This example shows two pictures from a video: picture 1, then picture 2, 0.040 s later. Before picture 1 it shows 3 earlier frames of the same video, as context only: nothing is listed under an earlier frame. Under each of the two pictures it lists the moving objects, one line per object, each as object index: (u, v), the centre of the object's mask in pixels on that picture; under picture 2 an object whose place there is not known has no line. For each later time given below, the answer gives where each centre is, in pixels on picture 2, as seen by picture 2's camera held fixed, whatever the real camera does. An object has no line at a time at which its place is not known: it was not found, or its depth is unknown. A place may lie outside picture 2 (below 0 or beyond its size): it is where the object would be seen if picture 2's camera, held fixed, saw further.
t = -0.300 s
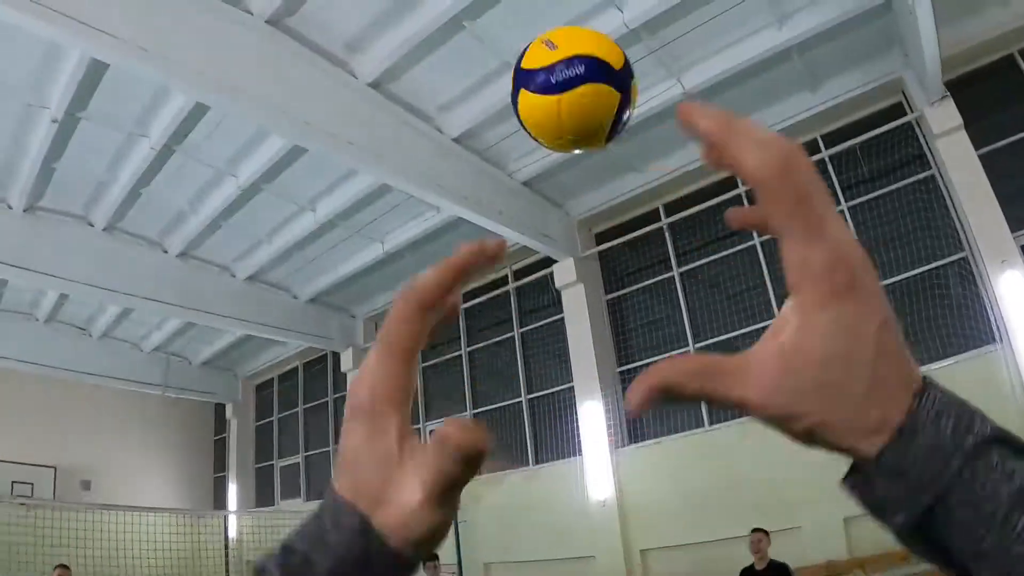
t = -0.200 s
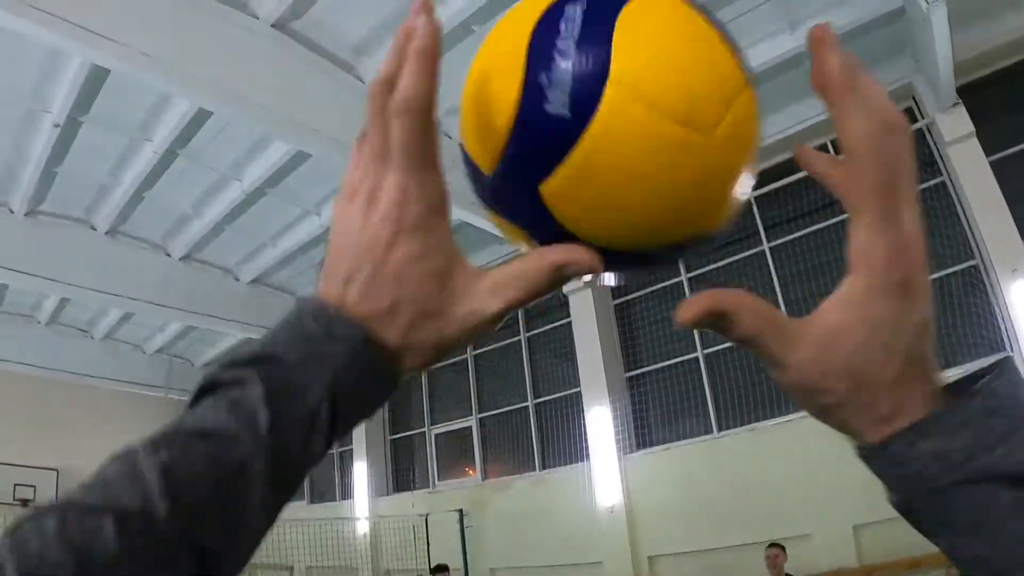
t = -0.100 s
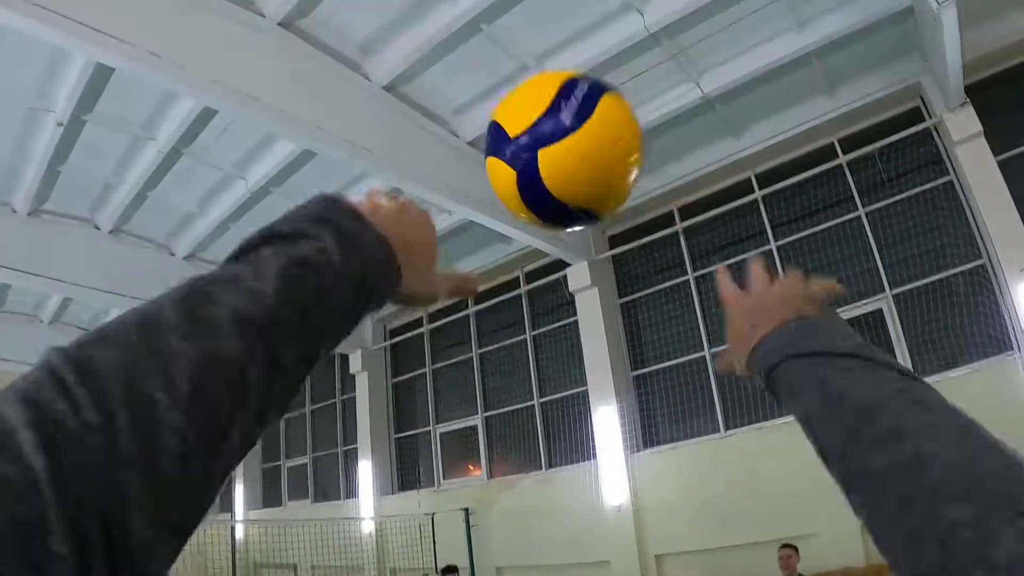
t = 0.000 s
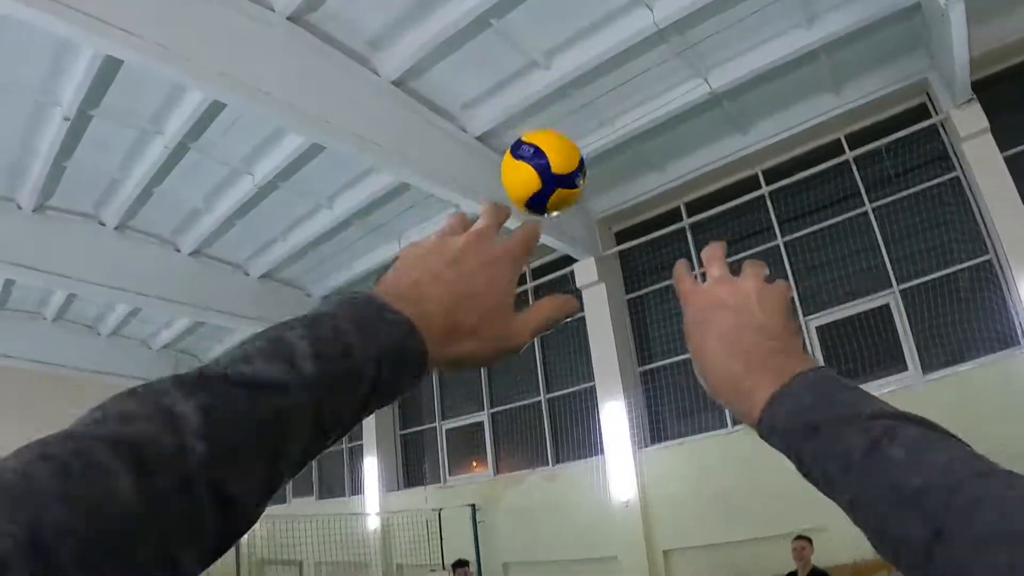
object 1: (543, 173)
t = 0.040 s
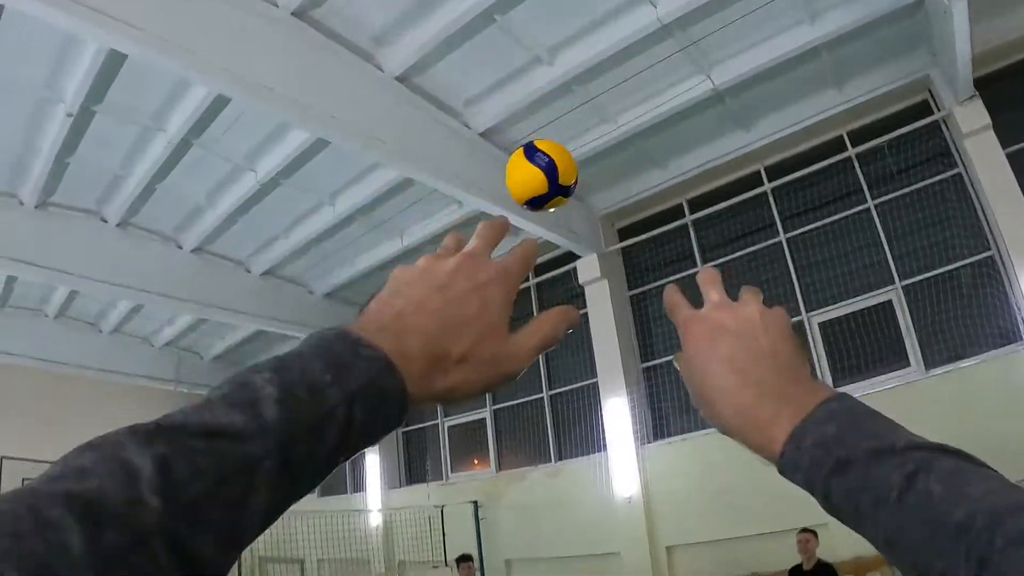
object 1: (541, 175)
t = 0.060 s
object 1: (538, 180)
